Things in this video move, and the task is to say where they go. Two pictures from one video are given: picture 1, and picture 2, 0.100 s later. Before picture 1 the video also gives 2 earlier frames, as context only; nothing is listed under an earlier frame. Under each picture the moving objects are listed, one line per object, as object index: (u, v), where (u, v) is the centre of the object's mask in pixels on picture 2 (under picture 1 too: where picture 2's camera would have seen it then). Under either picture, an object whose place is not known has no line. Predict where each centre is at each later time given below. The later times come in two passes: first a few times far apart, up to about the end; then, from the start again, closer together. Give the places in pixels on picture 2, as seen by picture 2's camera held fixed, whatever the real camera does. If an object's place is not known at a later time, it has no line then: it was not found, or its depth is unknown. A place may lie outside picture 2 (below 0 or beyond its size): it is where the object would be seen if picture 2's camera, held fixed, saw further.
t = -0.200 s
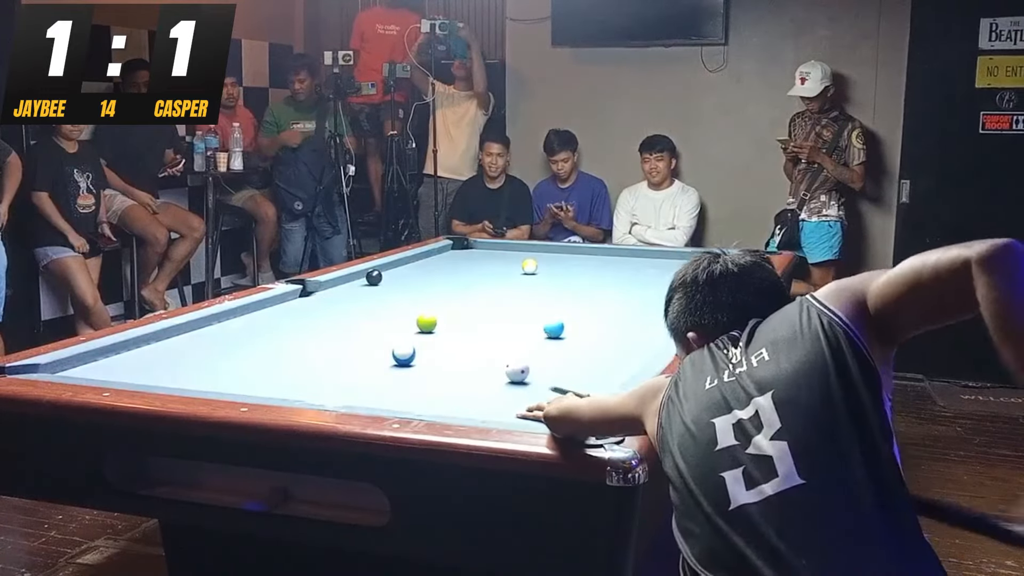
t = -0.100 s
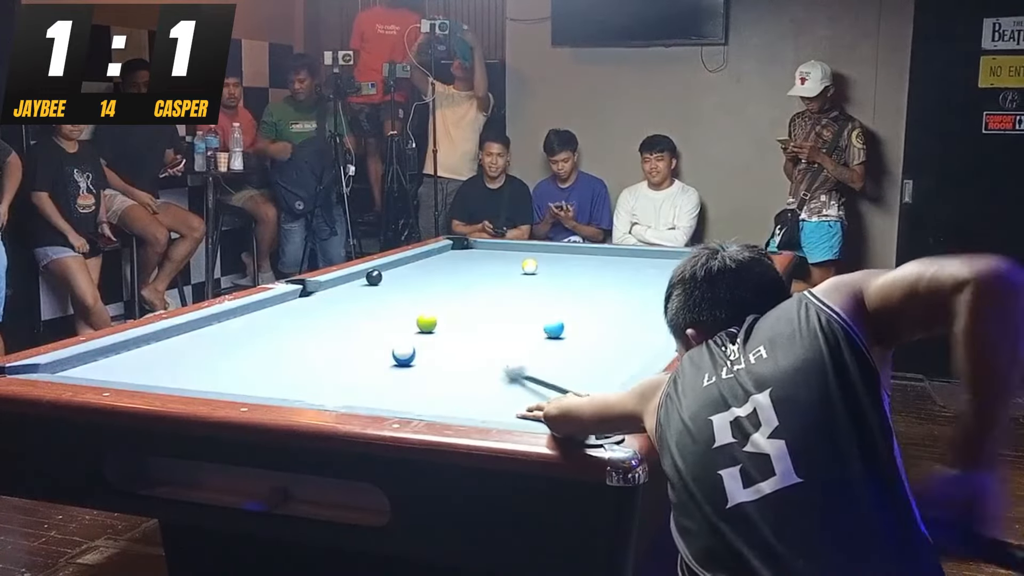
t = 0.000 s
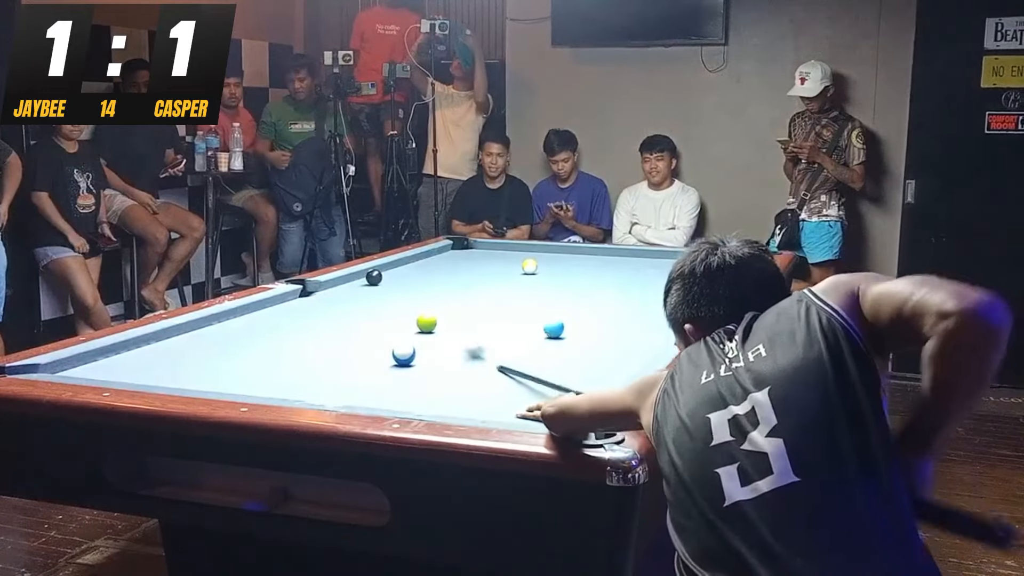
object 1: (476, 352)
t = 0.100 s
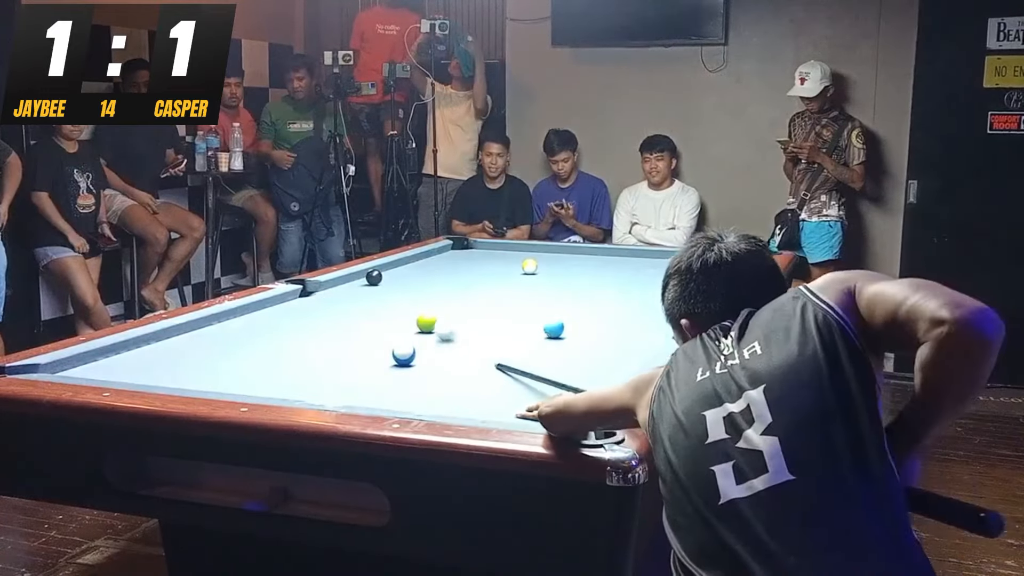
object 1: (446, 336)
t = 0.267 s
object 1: (448, 328)
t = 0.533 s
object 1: (464, 321)
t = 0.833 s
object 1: (479, 315)
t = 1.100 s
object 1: (491, 311)
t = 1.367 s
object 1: (501, 308)
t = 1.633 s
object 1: (510, 306)
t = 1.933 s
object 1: (518, 301)
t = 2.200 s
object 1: (524, 299)
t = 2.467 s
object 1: (528, 298)
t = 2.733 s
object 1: (531, 296)
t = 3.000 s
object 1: (534, 293)
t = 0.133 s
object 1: (439, 331)
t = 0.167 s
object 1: (441, 330)
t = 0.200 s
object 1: (444, 329)
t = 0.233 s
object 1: (446, 329)
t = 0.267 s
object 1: (448, 328)
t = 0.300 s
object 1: (450, 327)
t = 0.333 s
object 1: (452, 326)
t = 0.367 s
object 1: (454, 326)
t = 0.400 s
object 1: (456, 325)
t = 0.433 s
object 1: (458, 324)
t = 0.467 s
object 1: (460, 324)
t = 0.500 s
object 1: (461, 321)
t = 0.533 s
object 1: (464, 321)
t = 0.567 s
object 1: (466, 320)
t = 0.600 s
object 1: (468, 319)
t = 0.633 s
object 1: (470, 319)
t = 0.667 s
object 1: (471, 318)
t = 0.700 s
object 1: (473, 317)
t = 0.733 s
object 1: (475, 318)
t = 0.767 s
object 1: (476, 316)
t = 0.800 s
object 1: (478, 315)
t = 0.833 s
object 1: (479, 315)
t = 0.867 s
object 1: (481, 315)
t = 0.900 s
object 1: (482, 315)
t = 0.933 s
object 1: (484, 314)
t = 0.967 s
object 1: (485, 314)
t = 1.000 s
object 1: (487, 314)
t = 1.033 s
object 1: (488, 313)
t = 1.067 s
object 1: (489, 312)
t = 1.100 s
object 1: (491, 311)
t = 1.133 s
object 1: (493, 312)
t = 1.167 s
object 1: (494, 310)
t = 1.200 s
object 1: (495, 311)
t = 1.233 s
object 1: (497, 311)
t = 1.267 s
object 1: (498, 310)
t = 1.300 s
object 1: (498, 308)
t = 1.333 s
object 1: (500, 309)
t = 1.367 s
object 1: (501, 308)
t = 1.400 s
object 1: (502, 308)
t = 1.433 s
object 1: (504, 308)
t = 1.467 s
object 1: (505, 308)
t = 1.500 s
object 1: (506, 308)
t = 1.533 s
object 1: (506, 307)
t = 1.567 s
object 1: (507, 307)
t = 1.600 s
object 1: (508, 305)
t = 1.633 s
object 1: (510, 306)
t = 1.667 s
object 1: (511, 306)
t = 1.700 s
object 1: (512, 305)
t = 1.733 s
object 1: (513, 305)
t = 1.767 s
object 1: (514, 305)
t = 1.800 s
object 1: (514, 304)
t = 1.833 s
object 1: (516, 304)
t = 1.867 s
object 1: (517, 303)
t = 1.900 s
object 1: (517, 302)
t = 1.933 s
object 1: (518, 301)
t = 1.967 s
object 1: (519, 301)
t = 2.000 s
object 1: (520, 300)
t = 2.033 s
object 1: (520, 300)
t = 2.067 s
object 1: (521, 300)
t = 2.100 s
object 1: (522, 299)
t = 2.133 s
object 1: (523, 298)
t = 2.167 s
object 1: (523, 299)
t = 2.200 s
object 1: (524, 299)
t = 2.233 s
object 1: (525, 298)
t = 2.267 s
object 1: (525, 298)
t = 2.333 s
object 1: (526, 298)
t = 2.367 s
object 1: (526, 298)
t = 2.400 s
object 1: (527, 298)
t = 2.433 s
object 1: (527, 297)
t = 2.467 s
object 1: (528, 298)
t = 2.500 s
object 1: (529, 298)
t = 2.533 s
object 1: (529, 298)
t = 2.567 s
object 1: (530, 297)
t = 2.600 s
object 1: (530, 297)
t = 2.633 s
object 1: (530, 297)
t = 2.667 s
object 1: (531, 297)
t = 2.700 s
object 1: (531, 296)
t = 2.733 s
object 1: (531, 296)
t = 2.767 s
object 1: (531, 294)
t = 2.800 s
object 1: (531, 294)
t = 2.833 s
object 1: (532, 294)
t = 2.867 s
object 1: (532, 294)
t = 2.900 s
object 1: (533, 294)
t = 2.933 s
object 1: (533, 294)
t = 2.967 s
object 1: (533, 293)
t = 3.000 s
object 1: (534, 293)
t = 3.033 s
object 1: (534, 292)
